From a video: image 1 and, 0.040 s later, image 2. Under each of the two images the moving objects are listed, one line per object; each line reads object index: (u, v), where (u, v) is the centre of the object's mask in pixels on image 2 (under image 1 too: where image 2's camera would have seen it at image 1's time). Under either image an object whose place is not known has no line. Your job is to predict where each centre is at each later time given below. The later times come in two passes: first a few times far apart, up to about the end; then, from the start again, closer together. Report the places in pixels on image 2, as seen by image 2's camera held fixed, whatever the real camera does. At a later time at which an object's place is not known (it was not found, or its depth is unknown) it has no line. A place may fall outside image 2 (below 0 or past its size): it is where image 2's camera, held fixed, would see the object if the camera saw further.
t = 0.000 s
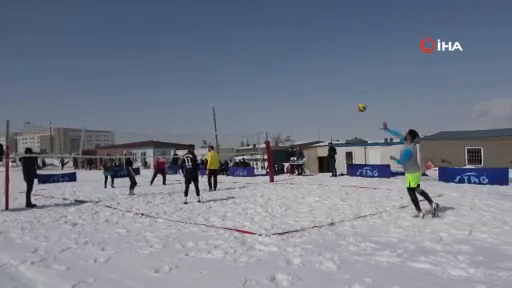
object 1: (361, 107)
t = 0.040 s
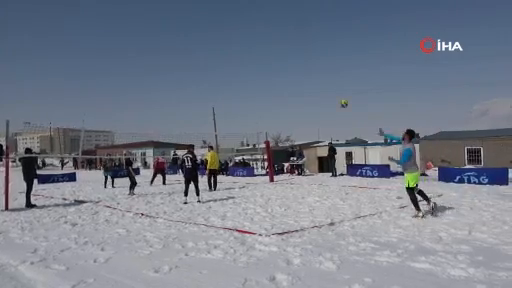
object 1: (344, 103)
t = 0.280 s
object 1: (261, 93)
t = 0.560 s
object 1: (199, 105)
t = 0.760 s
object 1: (167, 123)
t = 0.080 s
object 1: (327, 99)
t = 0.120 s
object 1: (312, 97)
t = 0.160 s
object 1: (298, 95)
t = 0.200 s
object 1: (285, 94)
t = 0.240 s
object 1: (273, 94)
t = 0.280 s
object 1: (261, 93)
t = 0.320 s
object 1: (251, 94)
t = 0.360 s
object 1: (241, 95)
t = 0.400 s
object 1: (232, 96)
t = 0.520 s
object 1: (207, 102)
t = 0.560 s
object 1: (199, 105)
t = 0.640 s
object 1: (185, 112)
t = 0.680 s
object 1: (179, 115)
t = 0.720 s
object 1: (173, 119)
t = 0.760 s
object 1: (167, 123)
